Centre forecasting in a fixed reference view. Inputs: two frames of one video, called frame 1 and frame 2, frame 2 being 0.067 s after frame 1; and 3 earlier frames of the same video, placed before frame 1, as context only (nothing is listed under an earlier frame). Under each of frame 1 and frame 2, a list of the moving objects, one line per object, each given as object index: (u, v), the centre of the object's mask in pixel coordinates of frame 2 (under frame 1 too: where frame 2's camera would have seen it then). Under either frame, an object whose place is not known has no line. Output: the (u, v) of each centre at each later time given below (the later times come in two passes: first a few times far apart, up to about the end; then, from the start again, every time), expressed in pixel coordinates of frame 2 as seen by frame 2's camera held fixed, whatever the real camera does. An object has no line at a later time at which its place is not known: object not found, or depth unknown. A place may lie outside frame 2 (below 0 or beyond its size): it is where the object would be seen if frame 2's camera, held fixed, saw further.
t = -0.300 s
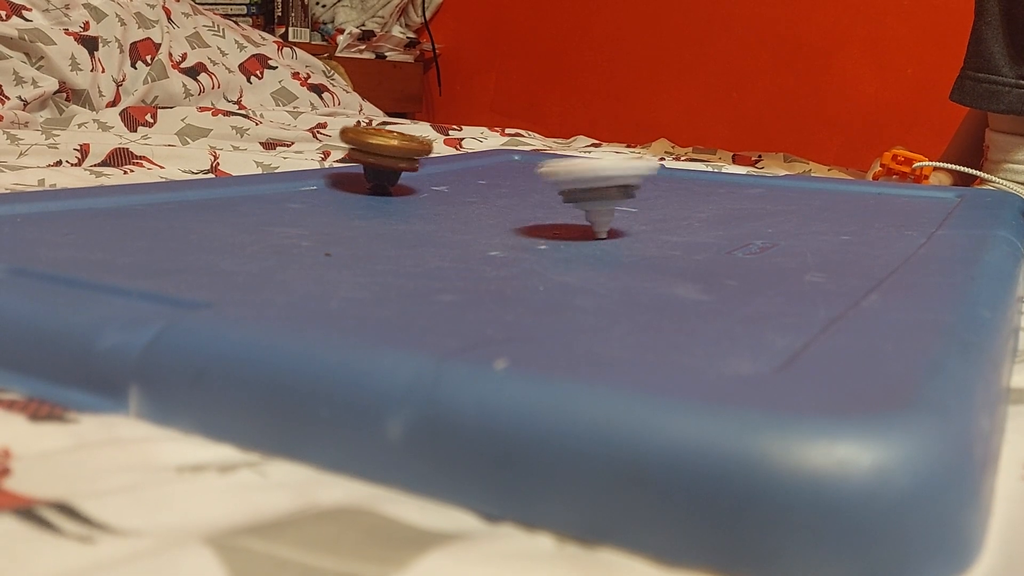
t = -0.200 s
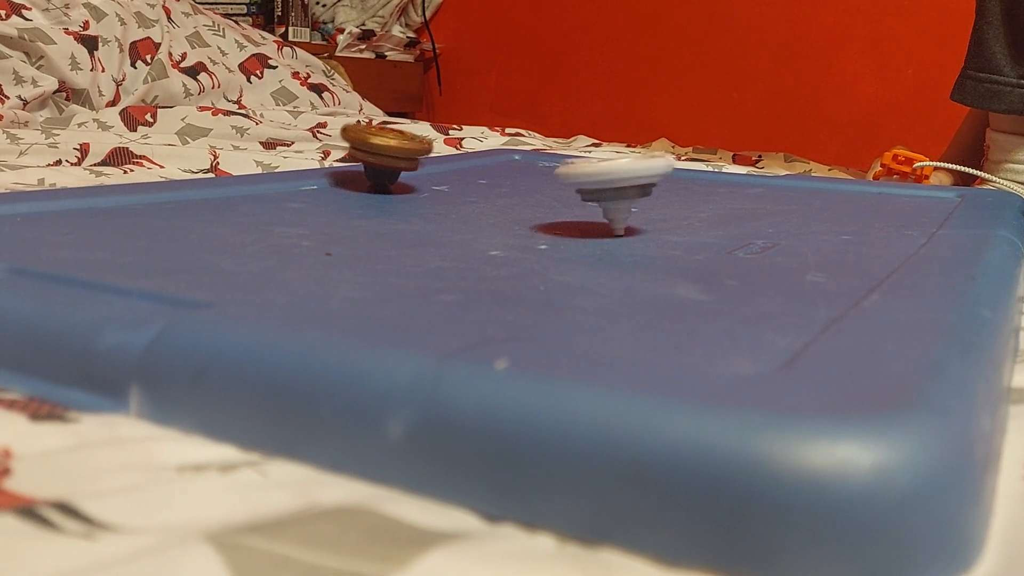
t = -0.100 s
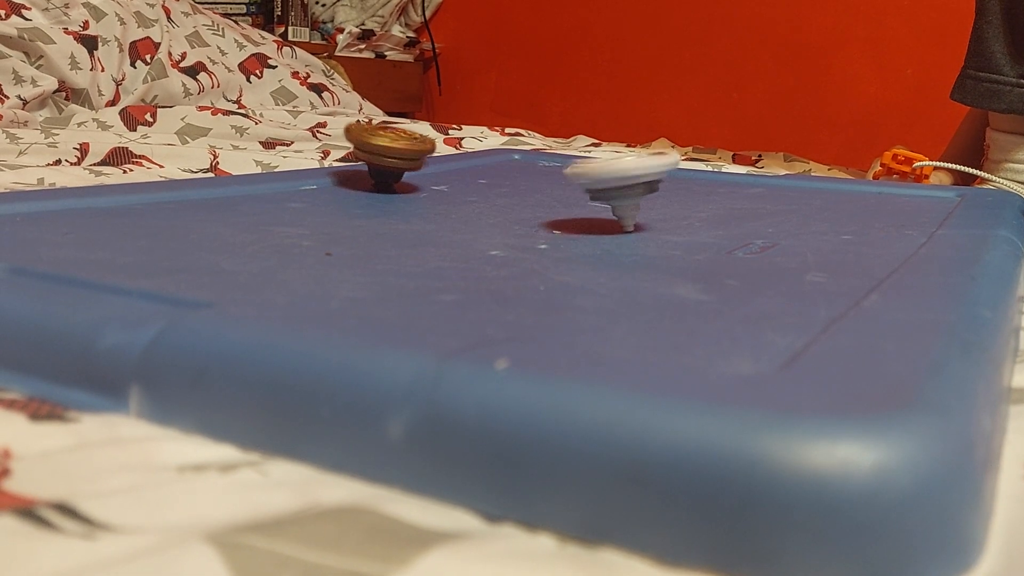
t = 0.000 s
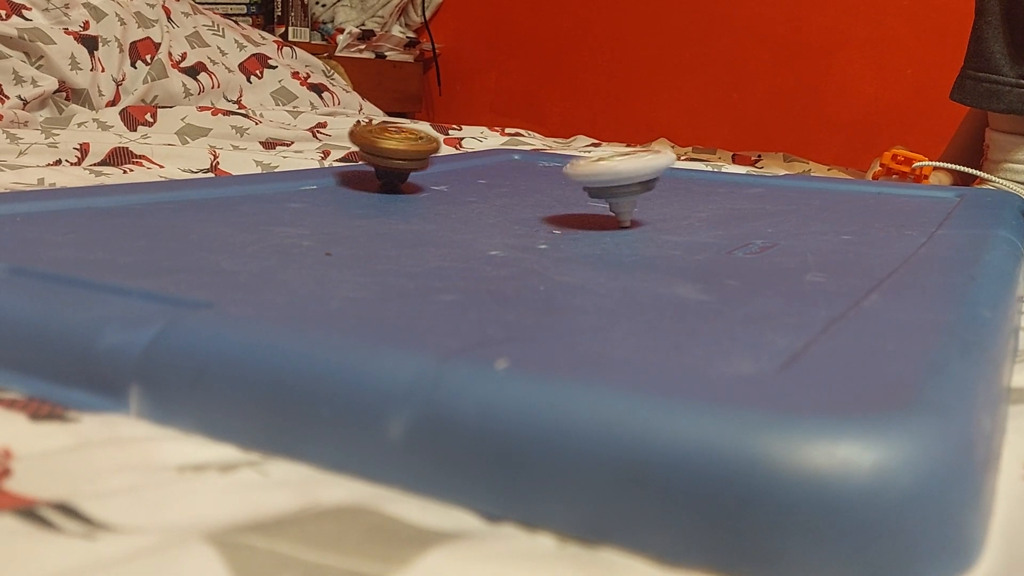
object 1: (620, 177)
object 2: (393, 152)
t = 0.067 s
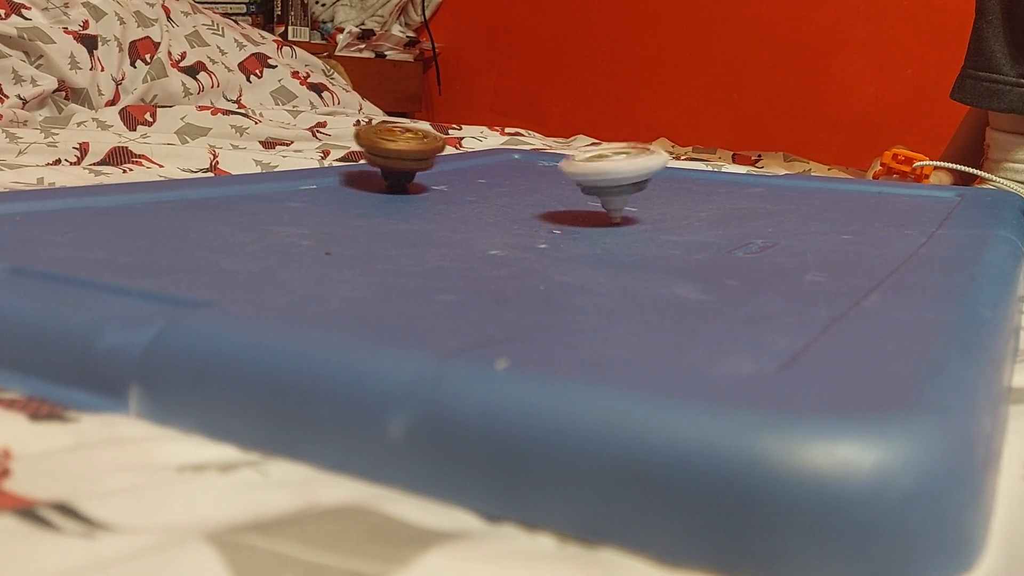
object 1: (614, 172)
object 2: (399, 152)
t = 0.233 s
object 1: (583, 167)
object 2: (420, 155)
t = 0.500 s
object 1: (582, 169)
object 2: (418, 159)
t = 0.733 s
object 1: (636, 170)
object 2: (394, 157)
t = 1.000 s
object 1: (659, 167)
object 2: (387, 154)
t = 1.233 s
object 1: (646, 163)
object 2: (385, 154)
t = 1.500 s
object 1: (607, 164)
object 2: (384, 156)
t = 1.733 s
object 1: (574, 171)
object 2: (389, 161)
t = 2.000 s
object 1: (562, 178)
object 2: (384, 166)
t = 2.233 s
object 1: (577, 183)
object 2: (367, 168)
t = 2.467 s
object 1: (592, 185)
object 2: (351, 168)
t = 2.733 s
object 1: (590, 182)
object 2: (351, 167)
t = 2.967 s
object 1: (544, 178)
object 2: (362, 167)
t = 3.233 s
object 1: (499, 177)
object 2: (386, 170)
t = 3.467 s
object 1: (594, 184)
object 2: (377, 169)
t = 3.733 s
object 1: (677, 183)
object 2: (376, 169)
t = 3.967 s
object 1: (661, 172)
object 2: (377, 170)
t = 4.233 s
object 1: (582, 162)
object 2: (377, 170)
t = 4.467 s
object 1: (507, 164)
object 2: (377, 170)
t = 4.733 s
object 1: (496, 171)
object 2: (363, 171)
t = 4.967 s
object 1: (573, 174)
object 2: (358, 170)
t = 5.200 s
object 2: (373, 170)
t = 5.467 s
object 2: (408, 171)
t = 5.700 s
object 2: (443, 176)
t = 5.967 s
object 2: (469, 182)
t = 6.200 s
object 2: (461, 187)
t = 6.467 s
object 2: (430, 186)
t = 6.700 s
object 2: (413, 183)
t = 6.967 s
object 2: (424, 179)
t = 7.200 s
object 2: (426, 180)
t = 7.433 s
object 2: (430, 179)
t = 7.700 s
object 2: (438, 181)
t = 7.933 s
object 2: (437, 181)
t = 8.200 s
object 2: (441, 180)
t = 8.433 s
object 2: (437, 181)
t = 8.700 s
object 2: (444, 181)
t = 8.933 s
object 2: (440, 181)
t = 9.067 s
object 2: (445, 181)
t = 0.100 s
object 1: (610, 171)
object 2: (403, 153)
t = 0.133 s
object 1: (603, 171)
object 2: (406, 153)
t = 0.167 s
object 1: (599, 169)
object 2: (411, 154)
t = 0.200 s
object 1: (591, 167)
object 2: (415, 154)
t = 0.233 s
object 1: (583, 167)
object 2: (420, 155)
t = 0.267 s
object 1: (575, 167)
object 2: (424, 156)
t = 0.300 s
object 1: (567, 165)
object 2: (428, 157)
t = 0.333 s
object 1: (558, 164)
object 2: (433, 158)
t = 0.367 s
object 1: (548, 163)
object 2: (438, 159)
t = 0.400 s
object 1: (540, 163)
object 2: (442, 160)
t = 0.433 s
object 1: (551, 166)
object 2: (434, 159)
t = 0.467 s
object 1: (568, 169)
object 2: (424, 159)
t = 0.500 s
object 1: (582, 169)
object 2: (418, 159)
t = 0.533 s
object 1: (591, 170)
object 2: (414, 159)
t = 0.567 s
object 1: (599, 168)
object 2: (411, 159)
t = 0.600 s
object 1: (609, 169)
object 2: (407, 158)
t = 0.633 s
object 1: (616, 170)
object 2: (403, 158)
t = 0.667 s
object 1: (623, 169)
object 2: (400, 158)
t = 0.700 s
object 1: (630, 169)
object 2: (397, 157)
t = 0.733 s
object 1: (636, 170)
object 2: (394, 157)
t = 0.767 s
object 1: (641, 170)
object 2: (392, 156)
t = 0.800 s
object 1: (646, 170)
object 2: (390, 156)
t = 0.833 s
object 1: (651, 169)
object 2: (389, 156)
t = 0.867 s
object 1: (654, 170)
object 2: (387, 155)
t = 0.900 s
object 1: (655, 168)
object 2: (386, 155)
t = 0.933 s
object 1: (658, 168)
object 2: (386, 154)
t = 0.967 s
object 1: (660, 167)
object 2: (385, 154)
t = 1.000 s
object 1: (659, 167)
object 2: (387, 154)
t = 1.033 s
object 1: (659, 166)
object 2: (386, 154)
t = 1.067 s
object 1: (658, 165)
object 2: (386, 154)
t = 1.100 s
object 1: (656, 165)
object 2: (387, 154)
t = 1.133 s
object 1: (655, 164)
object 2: (388, 154)
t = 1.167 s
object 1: (651, 163)
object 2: (386, 154)
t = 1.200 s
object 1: (647, 163)
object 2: (385, 154)
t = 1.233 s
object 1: (646, 163)
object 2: (385, 154)
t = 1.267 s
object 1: (642, 162)
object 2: (385, 154)
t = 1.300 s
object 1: (636, 162)
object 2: (386, 154)
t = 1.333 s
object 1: (634, 162)
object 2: (385, 154)
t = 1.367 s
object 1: (628, 162)
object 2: (386, 154)
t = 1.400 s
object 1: (623, 162)
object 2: (386, 154)
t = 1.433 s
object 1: (618, 163)
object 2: (386, 155)
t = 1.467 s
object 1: (612, 163)
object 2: (387, 155)
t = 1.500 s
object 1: (607, 164)
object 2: (384, 156)
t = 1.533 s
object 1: (603, 164)
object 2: (384, 156)
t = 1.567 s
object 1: (597, 165)
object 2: (385, 157)
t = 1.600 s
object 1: (591, 167)
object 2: (386, 158)
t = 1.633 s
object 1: (586, 168)
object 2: (387, 159)
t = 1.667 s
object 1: (582, 169)
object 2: (387, 159)
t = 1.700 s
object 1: (578, 170)
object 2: (389, 160)
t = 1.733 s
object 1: (574, 171)
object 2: (389, 161)
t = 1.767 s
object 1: (571, 172)
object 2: (390, 162)
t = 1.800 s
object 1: (568, 172)
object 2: (389, 162)
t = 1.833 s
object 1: (566, 173)
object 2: (389, 163)
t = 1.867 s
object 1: (564, 175)
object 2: (388, 164)
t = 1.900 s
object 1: (562, 175)
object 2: (388, 164)
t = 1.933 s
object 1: (562, 176)
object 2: (387, 165)
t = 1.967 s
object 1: (563, 177)
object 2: (385, 166)
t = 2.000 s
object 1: (562, 178)
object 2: (384, 166)
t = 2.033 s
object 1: (565, 180)
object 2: (382, 167)
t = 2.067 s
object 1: (565, 180)
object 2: (380, 167)
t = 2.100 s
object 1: (566, 181)
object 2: (378, 168)
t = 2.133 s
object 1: (571, 182)
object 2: (374, 168)
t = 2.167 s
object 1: (572, 183)
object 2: (372, 168)
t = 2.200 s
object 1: (574, 183)
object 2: (369, 168)
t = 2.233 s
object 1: (577, 183)
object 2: (367, 168)
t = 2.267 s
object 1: (579, 183)
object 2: (365, 169)
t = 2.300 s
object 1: (580, 183)
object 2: (361, 169)
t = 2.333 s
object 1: (583, 184)
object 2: (359, 168)
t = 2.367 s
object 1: (585, 185)
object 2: (356, 169)
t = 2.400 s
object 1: (588, 185)
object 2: (354, 168)
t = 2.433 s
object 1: (591, 185)
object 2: (353, 169)
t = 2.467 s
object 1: (592, 185)
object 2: (351, 168)
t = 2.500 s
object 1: (595, 185)
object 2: (350, 168)
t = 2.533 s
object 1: (595, 185)
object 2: (348, 167)
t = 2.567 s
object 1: (597, 185)
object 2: (348, 167)
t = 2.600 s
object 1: (597, 185)
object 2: (347, 167)
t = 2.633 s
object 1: (595, 184)
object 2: (348, 167)
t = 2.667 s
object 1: (594, 183)
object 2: (349, 167)
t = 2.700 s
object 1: (594, 183)
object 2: (350, 167)
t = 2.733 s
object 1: (590, 182)
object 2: (351, 167)
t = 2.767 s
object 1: (586, 182)
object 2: (352, 167)
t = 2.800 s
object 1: (581, 181)
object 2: (353, 166)
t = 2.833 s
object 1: (576, 181)
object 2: (353, 167)
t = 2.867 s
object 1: (570, 180)
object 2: (355, 167)
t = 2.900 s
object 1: (562, 179)
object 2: (357, 167)
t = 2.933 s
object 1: (553, 180)
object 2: (361, 167)
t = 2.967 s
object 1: (544, 178)
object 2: (362, 167)
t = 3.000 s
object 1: (535, 178)
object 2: (367, 168)
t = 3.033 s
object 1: (527, 177)
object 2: (372, 168)
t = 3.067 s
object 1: (517, 177)
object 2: (376, 169)
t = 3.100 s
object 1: (509, 177)
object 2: (381, 169)
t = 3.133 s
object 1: (500, 175)
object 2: (385, 170)
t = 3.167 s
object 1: (491, 175)
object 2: (388, 171)
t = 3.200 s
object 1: (490, 176)
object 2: (388, 171)
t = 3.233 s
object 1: (499, 177)
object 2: (386, 170)
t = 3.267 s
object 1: (513, 177)
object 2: (379, 169)
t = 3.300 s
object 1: (527, 180)
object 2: (377, 169)
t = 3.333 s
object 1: (542, 182)
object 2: (376, 169)
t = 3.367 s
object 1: (555, 183)
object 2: (376, 169)
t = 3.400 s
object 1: (566, 183)
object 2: (377, 169)
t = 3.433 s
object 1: (580, 184)
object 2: (377, 170)
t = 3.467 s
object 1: (594, 184)
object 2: (377, 169)
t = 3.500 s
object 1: (610, 185)
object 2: (376, 170)
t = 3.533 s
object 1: (622, 185)
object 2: (377, 170)
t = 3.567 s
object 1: (636, 186)
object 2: (377, 170)
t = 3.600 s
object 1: (648, 187)
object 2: (377, 169)
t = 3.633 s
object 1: (659, 185)
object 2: (376, 169)
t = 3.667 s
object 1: (665, 186)
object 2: (376, 170)
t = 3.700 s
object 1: (673, 184)
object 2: (376, 169)
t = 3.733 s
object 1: (677, 183)
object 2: (376, 169)
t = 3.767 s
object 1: (680, 182)
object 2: (376, 169)
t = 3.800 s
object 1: (681, 181)
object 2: (376, 170)
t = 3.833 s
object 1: (680, 179)
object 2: (376, 169)
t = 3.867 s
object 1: (678, 177)
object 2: (375, 170)
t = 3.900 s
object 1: (674, 176)
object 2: (376, 169)
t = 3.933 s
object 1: (669, 175)
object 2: (377, 170)
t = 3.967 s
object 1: (661, 172)
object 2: (377, 170)
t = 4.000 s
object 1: (654, 171)
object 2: (377, 169)
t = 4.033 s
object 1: (645, 170)
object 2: (377, 170)
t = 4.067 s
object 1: (636, 168)
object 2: (377, 169)
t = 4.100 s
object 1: (625, 167)
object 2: (377, 170)
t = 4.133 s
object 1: (615, 166)
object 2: (378, 169)
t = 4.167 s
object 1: (603, 164)
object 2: (378, 170)
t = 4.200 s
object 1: (593, 164)
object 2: (378, 170)
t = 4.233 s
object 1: (582, 162)
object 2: (377, 170)
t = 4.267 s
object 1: (570, 163)
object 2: (378, 170)
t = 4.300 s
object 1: (558, 163)
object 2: (378, 170)
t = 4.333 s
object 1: (547, 162)
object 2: (379, 170)
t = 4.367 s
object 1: (537, 162)
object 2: (380, 170)
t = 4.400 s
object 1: (528, 164)
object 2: (378, 170)
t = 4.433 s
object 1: (518, 163)
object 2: (376, 169)
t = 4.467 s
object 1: (507, 164)
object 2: (377, 170)
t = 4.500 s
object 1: (499, 164)
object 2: (378, 170)
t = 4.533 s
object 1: (491, 166)
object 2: (378, 170)
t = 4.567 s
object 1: (485, 167)
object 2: (376, 170)
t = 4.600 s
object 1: (479, 169)
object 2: (377, 170)
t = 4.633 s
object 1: (476, 172)
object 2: (375, 171)
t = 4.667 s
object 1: (481, 170)
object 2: (370, 170)
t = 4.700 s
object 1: (489, 171)
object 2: (366, 170)
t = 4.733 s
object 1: (496, 171)
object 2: (363, 171)
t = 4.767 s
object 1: (508, 174)
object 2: (361, 170)
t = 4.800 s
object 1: (520, 174)
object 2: (360, 171)
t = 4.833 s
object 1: (534, 174)
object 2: (359, 170)
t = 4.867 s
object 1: (544, 174)
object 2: (358, 170)
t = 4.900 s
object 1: (553, 174)
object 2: (358, 170)
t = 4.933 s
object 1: (562, 174)
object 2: (359, 170)
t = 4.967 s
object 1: (573, 174)
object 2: (358, 170)
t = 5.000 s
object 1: (580, 174)
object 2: (360, 170)
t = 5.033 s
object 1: (587, 173)
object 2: (361, 170)
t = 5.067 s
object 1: (594, 172)
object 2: (362, 170)
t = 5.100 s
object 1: (599, 172)
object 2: (365, 170)
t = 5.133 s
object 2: (367, 170)
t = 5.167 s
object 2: (370, 170)
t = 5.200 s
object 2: (373, 170)
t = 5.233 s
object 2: (376, 169)
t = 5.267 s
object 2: (381, 169)
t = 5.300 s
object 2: (384, 170)
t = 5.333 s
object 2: (388, 170)
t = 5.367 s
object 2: (394, 170)
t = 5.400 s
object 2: (398, 171)
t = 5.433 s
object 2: (403, 171)
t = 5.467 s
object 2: (408, 171)
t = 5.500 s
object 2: (413, 172)
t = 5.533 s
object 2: (418, 173)
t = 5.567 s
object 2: (423, 173)
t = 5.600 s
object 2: (428, 174)
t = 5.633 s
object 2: (434, 175)
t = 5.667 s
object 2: (439, 176)
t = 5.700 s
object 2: (443, 176)
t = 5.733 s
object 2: (449, 177)
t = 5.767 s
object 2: (453, 178)
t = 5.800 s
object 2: (457, 178)
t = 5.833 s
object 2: (460, 180)
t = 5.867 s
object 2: (464, 180)
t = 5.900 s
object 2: (467, 181)
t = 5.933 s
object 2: (468, 181)
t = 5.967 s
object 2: (469, 182)
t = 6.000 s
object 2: (470, 182)
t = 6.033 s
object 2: (470, 183)
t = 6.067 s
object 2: (470, 183)
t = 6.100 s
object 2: (469, 184)
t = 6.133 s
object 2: (467, 186)
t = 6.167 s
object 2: (465, 186)
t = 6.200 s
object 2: (461, 187)
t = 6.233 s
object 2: (458, 188)
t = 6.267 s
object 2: (455, 188)
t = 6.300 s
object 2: (451, 187)
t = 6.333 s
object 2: (447, 187)
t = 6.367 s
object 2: (442, 188)
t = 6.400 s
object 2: (438, 188)
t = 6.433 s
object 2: (434, 187)
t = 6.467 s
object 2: (430, 186)
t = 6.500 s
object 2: (425, 186)
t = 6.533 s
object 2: (423, 186)
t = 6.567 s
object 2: (419, 186)
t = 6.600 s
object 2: (416, 185)
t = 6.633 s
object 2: (414, 184)
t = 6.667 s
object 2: (413, 183)
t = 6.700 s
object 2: (413, 183)
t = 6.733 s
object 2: (414, 181)
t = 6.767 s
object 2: (414, 180)
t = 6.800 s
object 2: (417, 180)
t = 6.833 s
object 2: (419, 179)
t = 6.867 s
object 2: (421, 179)
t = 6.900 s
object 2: (423, 178)
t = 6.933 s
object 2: (424, 178)
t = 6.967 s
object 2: (424, 179)
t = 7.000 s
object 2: (424, 179)
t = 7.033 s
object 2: (423, 179)
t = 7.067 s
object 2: (423, 179)
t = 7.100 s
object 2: (423, 179)
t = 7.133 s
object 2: (424, 179)
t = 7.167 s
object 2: (424, 179)
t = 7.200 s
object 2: (426, 180)
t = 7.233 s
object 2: (428, 180)
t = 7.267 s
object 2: (429, 180)
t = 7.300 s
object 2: (430, 180)
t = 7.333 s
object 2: (430, 180)
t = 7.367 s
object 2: (430, 179)
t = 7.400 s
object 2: (429, 179)
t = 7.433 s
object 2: (430, 179)
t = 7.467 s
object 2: (431, 179)
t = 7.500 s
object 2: (432, 180)
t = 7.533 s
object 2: (433, 180)
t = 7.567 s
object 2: (432, 180)
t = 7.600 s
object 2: (433, 180)
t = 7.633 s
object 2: (435, 181)
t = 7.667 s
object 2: (437, 181)
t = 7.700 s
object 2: (438, 181)
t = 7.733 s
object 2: (439, 181)
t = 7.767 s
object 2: (439, 182)
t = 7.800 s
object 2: (440, 181)
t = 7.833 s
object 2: (440, 181)
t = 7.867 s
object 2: (439, 181)
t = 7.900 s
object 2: (438, 181)
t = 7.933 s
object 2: (437, 181)
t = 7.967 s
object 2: (438, 181)
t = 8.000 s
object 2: (440, 181)
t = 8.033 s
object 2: (440, 181)
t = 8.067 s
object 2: (441, 181)
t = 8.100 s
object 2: (442, 181)
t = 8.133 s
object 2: (443, 181)
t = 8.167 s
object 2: (442, 181)
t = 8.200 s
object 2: (441, 180)
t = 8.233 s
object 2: (440, 181)
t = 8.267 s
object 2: (439, 180)
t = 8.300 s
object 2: (439, 180)
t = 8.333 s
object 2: (438, 181)
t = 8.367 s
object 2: (438, 181)
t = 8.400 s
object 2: (437, 181)
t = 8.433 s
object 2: (437, 181)
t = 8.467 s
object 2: (437, 181)
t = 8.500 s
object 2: (439, 181)
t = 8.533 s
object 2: (440, 181)
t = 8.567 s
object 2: (443, 180)
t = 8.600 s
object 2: (444, 181)
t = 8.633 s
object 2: (446, 180)
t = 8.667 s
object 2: (446, 181)
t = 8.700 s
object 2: (444, 181)
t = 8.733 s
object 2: (444, 181)
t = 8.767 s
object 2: (442, 181)
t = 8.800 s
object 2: (442, 181)
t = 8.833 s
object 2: (441, 180)
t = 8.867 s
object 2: (441, 181)
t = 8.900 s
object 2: (440, 181)
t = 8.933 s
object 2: (440, 181)
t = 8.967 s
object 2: (440, 181)
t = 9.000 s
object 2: (442, 181)
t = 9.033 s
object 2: (443, 181)
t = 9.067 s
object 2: (445, 181)
